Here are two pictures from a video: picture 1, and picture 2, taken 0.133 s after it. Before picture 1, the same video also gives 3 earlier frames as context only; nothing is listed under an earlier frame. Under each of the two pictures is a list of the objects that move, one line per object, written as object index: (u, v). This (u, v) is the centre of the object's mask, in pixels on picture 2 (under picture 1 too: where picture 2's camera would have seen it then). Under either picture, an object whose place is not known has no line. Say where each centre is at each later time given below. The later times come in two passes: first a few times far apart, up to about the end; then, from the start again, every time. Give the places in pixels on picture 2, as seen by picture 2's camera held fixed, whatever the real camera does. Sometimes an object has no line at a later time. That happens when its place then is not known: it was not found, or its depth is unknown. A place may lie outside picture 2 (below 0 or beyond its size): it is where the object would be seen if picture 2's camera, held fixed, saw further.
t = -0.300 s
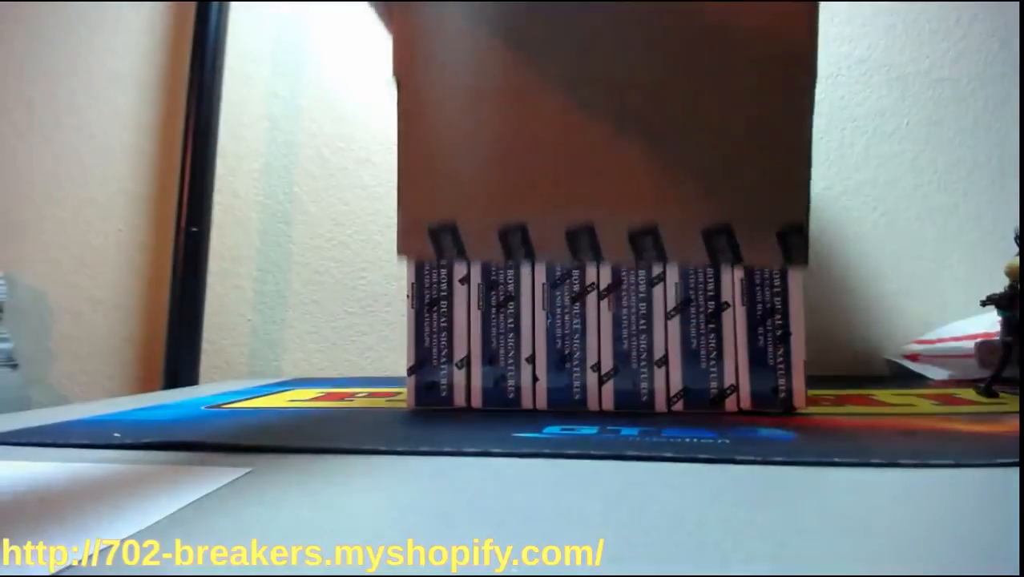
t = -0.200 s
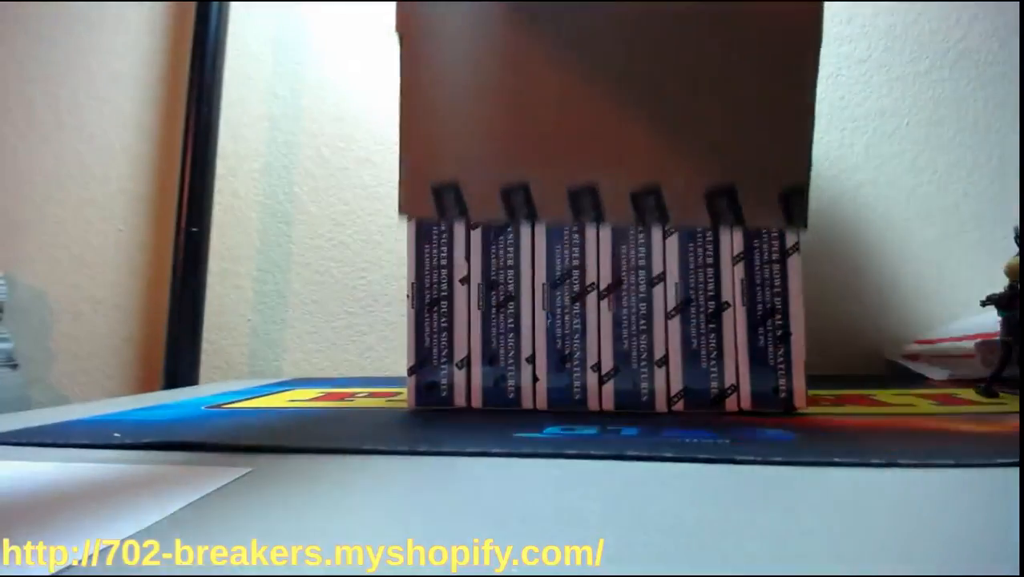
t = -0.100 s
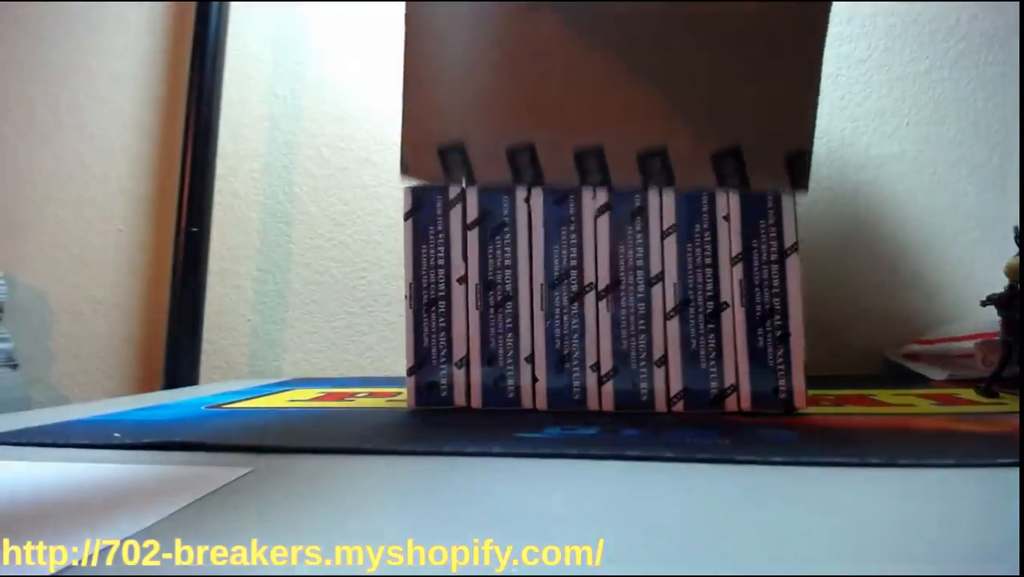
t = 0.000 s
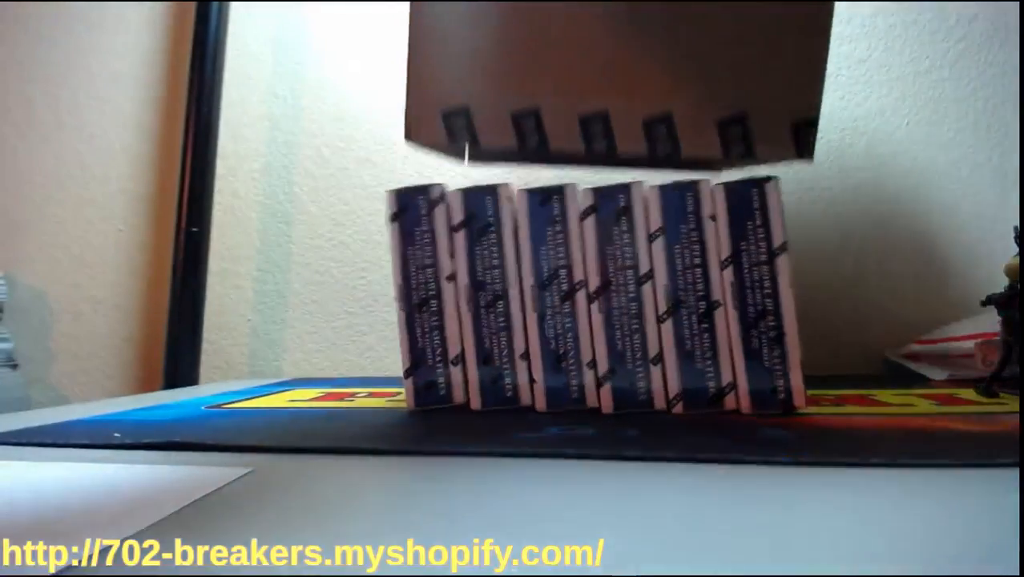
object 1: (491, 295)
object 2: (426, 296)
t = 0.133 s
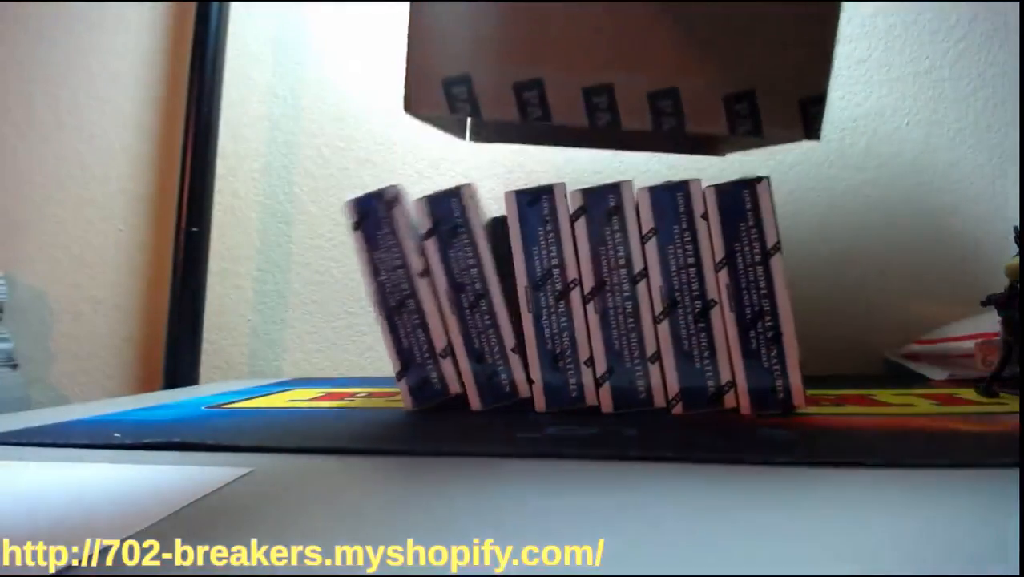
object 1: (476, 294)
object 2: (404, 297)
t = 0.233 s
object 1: (458, 295)
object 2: (375, 297)
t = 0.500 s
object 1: (422, 329)
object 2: (272, 377)
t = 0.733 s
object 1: (423, 329)
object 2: (272, 377)
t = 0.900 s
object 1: (422, 329)
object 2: (272, 377)
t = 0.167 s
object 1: (471, 294)
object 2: (397, 297)
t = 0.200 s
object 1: (466, 294)
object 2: (387, 298)
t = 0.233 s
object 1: (458, 295)
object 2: (375, 297)
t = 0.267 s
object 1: (452, 299)
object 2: (359, 304)
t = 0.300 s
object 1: (444, 306)
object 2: (333, 320)
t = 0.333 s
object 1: (434, 315)
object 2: (320, 373)
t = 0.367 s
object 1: (423, 320)
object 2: (289, 378)
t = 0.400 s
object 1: (422, 324)
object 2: (283, 377)
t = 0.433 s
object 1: (421, 327)
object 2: (276, 377)
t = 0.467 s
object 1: (421, 328)
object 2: (273, 377)
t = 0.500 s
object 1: (422, 329)
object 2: (272, 377)
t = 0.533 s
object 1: (423, 329)
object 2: (272, 377)
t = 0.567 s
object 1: (423, 329)
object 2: (272, 377)
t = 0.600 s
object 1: (423, 329)
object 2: (272, 377)
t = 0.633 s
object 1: (423, 329)
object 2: (272, 377)
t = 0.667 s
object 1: (423, 329)
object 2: (272, 377)
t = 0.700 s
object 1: (423, 329)
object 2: (272, 377)
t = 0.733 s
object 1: (423, 329)
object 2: (272, 377)
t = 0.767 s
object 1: (422, 329)
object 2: (272, 377)
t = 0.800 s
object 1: (422, 329)
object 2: (272, 377)
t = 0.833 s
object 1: (422, 329)
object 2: (272, 377)
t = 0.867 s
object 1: (422, 329)
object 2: (272, 377)
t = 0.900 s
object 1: (422, 329)
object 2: (272, 377)
